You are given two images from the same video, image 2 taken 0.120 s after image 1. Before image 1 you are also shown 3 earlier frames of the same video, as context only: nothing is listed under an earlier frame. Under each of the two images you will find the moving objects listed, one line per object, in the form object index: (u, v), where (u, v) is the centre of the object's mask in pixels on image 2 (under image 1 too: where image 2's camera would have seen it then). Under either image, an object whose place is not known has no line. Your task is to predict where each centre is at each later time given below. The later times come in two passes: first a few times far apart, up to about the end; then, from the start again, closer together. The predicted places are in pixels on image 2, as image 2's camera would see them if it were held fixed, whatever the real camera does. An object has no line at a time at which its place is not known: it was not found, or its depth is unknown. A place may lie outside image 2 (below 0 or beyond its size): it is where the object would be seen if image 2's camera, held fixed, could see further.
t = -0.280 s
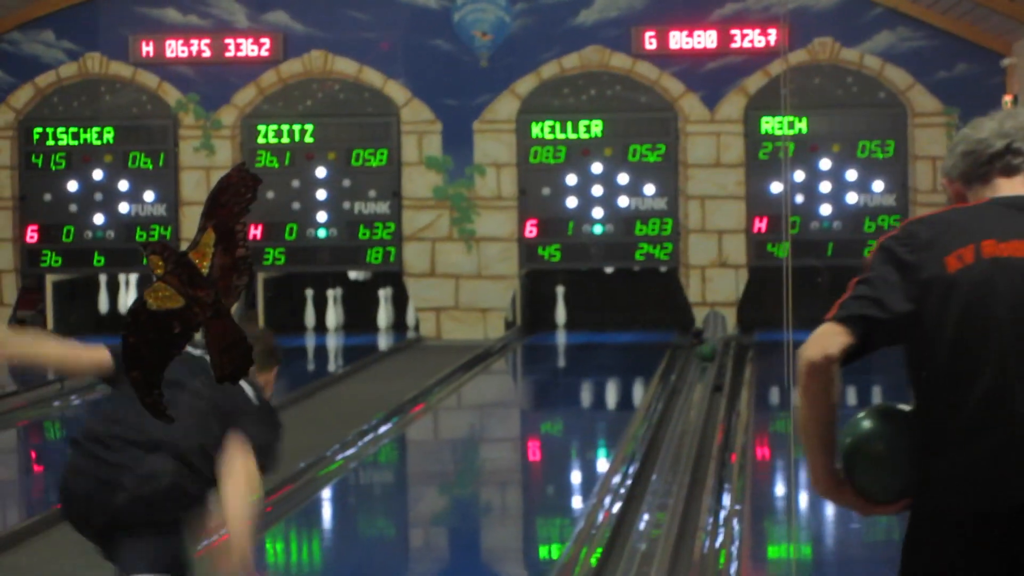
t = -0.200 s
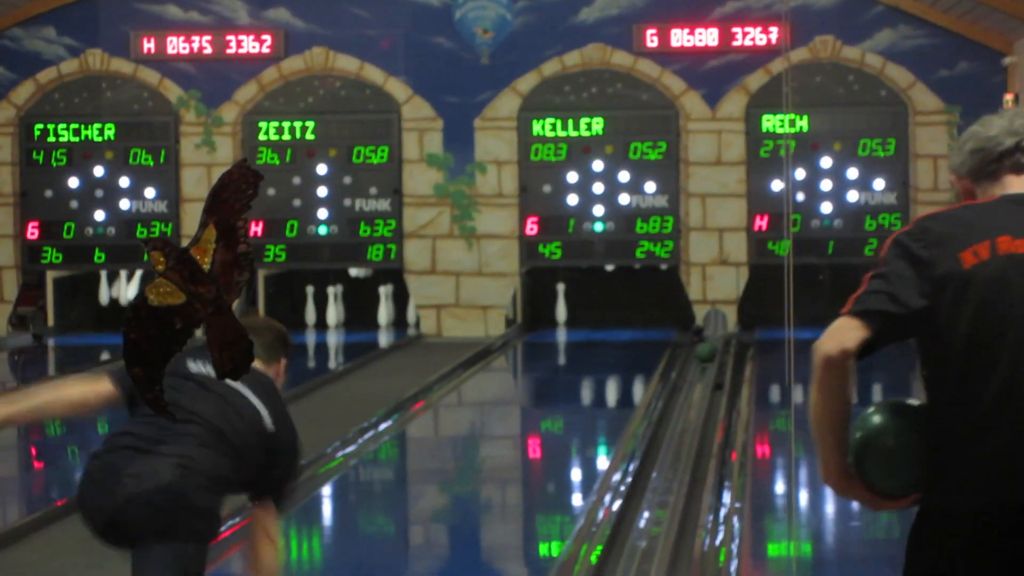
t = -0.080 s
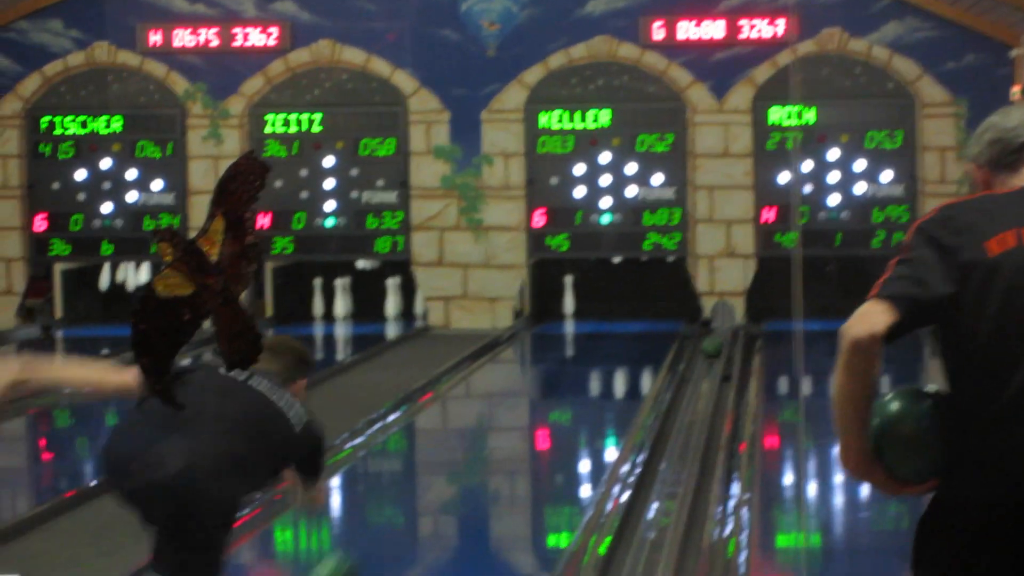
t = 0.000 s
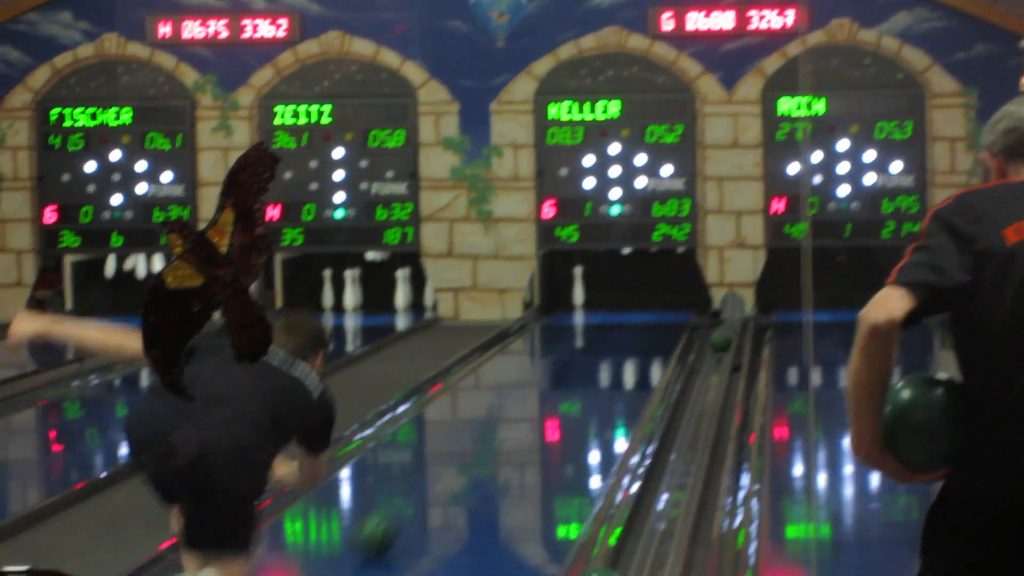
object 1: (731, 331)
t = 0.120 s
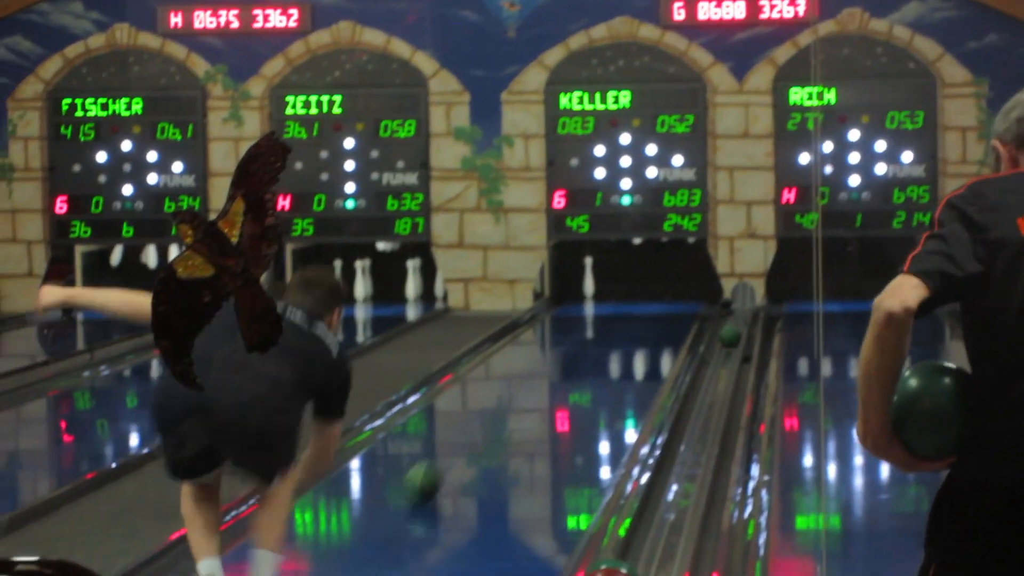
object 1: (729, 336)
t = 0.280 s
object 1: (728, 341)
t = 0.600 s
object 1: (724, 355)
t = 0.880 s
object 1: (720, 368)
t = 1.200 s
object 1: (715, 384)
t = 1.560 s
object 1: (708, 403)
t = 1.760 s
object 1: (703, 417)
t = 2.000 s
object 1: (698, 433)
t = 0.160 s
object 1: (729, 337)
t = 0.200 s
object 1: (729, 338)
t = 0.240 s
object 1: (728, 340)
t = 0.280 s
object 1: (728, 341)
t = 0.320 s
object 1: (728, 343)
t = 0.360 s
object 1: (727, 345)
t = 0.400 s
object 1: (727, 347)
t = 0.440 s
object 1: (726, 349)
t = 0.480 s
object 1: (725, 351)
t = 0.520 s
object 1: (725, 352)
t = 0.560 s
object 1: (725, 354)
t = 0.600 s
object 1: (724, 355)
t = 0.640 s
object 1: (724, 357)
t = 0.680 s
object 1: (723, 358)
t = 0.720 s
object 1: (721, 361)
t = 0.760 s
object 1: (721, 363)
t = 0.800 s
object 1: (721, 365)
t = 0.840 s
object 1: (721, 366)
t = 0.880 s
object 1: (720, 368)
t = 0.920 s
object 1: (719, 370)
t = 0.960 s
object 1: (718, 372)
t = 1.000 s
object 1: (718, 373)
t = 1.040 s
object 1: (717, 376)
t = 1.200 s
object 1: (715, 384)
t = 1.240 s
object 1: (714, 386)
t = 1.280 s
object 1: (713, 388)
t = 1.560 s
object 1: (708, 403)
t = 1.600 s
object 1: (707, 406)
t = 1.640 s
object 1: (706, 409)
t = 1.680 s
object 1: (705, 411)
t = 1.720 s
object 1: (704, 414)
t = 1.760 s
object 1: (703, 417)
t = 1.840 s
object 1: (701, 422)
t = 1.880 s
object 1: (700, 425)
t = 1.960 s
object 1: (699, 430)
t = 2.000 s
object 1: (698, 433)
